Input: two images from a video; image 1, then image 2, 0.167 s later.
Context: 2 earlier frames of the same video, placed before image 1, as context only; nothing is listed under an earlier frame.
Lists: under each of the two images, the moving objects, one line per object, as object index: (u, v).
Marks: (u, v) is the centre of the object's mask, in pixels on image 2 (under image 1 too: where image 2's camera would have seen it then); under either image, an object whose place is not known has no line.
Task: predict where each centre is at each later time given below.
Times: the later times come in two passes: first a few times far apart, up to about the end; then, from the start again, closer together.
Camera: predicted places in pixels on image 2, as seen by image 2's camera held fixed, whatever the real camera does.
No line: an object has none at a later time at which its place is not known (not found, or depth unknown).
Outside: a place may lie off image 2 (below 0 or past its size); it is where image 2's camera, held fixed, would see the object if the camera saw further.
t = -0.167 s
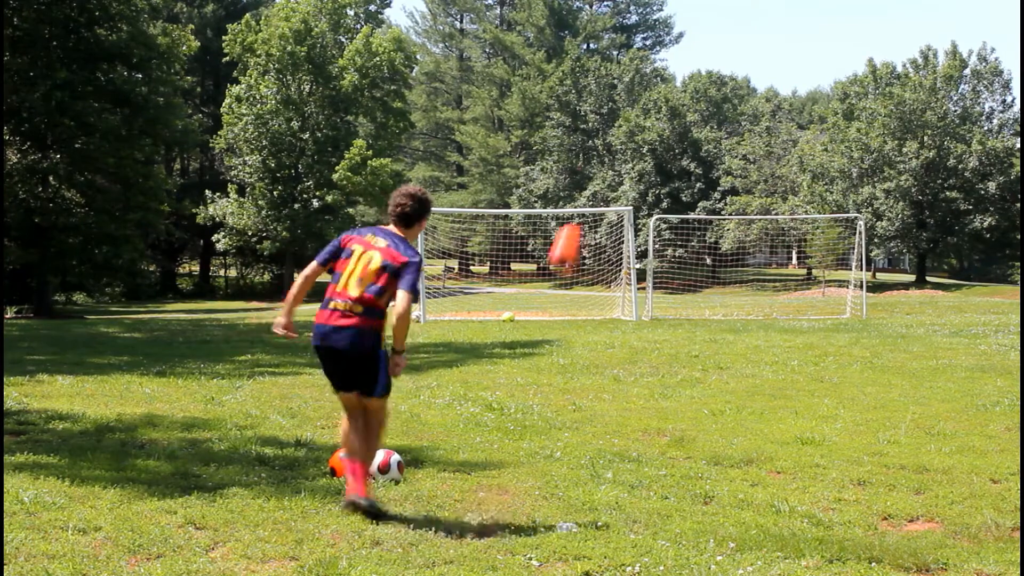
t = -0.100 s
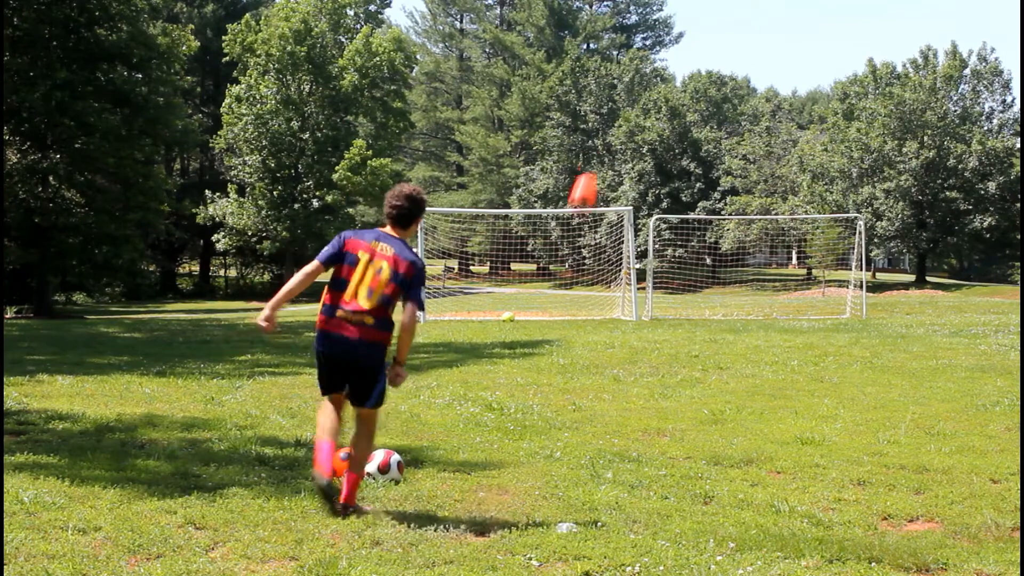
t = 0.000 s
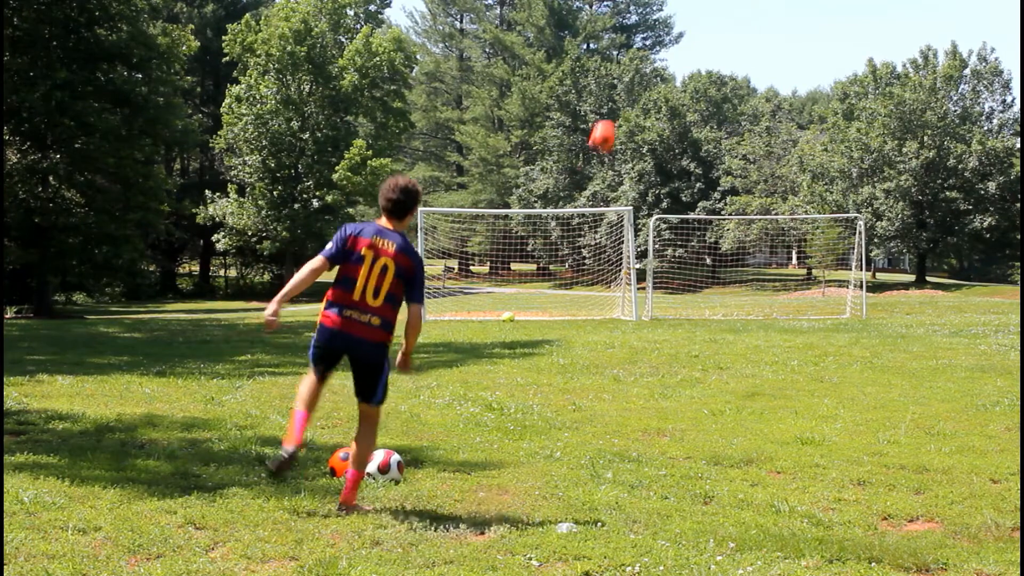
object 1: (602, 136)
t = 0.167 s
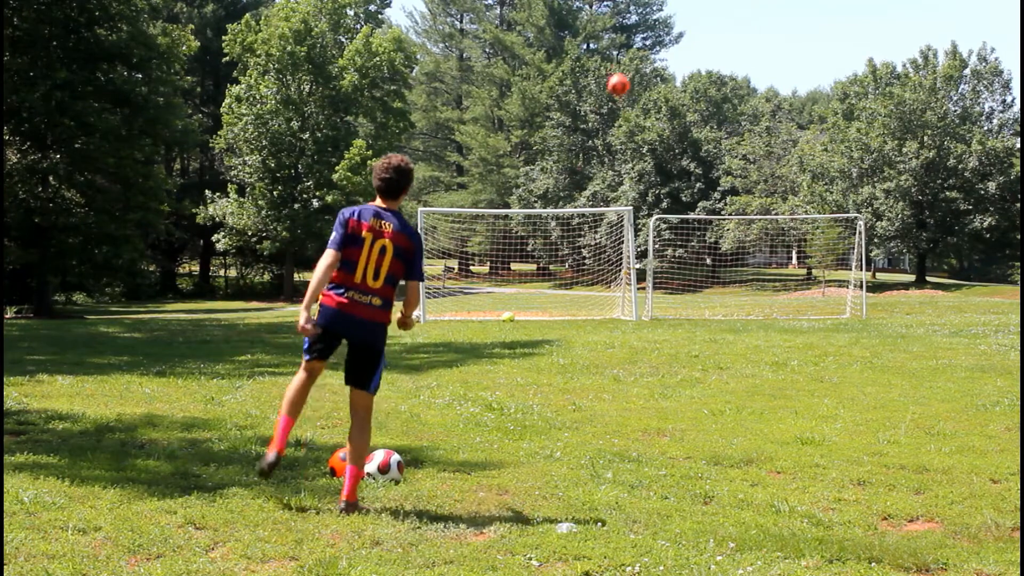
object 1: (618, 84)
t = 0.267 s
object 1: (620, 71)
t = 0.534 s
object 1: (614, 84)
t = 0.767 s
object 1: (606, 136)
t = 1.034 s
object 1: (596, 205)
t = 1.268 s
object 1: (587, 286)
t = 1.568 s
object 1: (581, 261)
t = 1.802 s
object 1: (578, 244)
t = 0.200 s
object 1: (619, 79)
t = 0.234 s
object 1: (620, 75)
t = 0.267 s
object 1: (620, 71)
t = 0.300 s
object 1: (620, 70)
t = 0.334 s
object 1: (619, 69)
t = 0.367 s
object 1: (619, 69)
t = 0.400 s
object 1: (618, 71)
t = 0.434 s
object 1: (617, 72)
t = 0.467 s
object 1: (616, 75)
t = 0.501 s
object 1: (615, 80)
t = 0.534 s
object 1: (614, 84)
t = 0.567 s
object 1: (613, 90)
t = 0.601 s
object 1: (612, 96)
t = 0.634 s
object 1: (611, 103)
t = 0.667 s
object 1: (610, 111)
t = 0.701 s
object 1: (609, 118)
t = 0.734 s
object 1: (607, 126)
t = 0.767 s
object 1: (606, 136)
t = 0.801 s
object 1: (604, 144)
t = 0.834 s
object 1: (602, 152)
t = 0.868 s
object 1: (601, 161)
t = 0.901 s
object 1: (599, 170)
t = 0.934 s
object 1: (599, 179)
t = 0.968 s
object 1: (597, 189)
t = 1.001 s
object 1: (596, 199)
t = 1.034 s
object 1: (596, 205)
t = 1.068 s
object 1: (595, 221)
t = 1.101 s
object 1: (594, 231)
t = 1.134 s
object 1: (593, 243)
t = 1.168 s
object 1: (592, 254)
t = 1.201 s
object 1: (591, 266)
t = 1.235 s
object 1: (588, 277)
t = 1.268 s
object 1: (587, 286)
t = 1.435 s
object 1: (584, 282)
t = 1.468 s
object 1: (583, 276)
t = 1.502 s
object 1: (582, 271)
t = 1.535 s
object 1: (582, 266)
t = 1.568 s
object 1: (581, 261)
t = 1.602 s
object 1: (581, 256)
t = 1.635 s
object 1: (580, 253)
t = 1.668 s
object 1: (580, 250)
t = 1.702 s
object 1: (579, 247)
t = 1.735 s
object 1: (579, 246)
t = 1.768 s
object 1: (578, 245)
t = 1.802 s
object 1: (578, 244)
